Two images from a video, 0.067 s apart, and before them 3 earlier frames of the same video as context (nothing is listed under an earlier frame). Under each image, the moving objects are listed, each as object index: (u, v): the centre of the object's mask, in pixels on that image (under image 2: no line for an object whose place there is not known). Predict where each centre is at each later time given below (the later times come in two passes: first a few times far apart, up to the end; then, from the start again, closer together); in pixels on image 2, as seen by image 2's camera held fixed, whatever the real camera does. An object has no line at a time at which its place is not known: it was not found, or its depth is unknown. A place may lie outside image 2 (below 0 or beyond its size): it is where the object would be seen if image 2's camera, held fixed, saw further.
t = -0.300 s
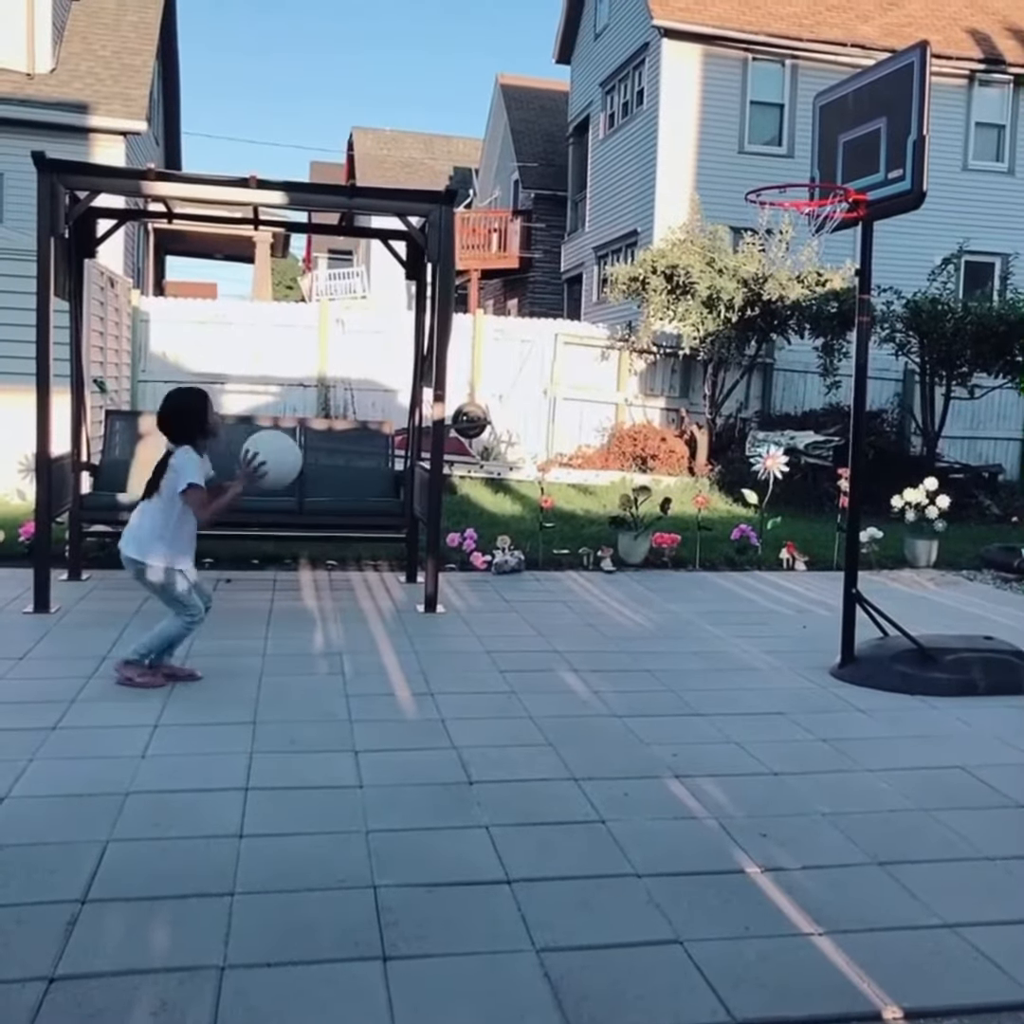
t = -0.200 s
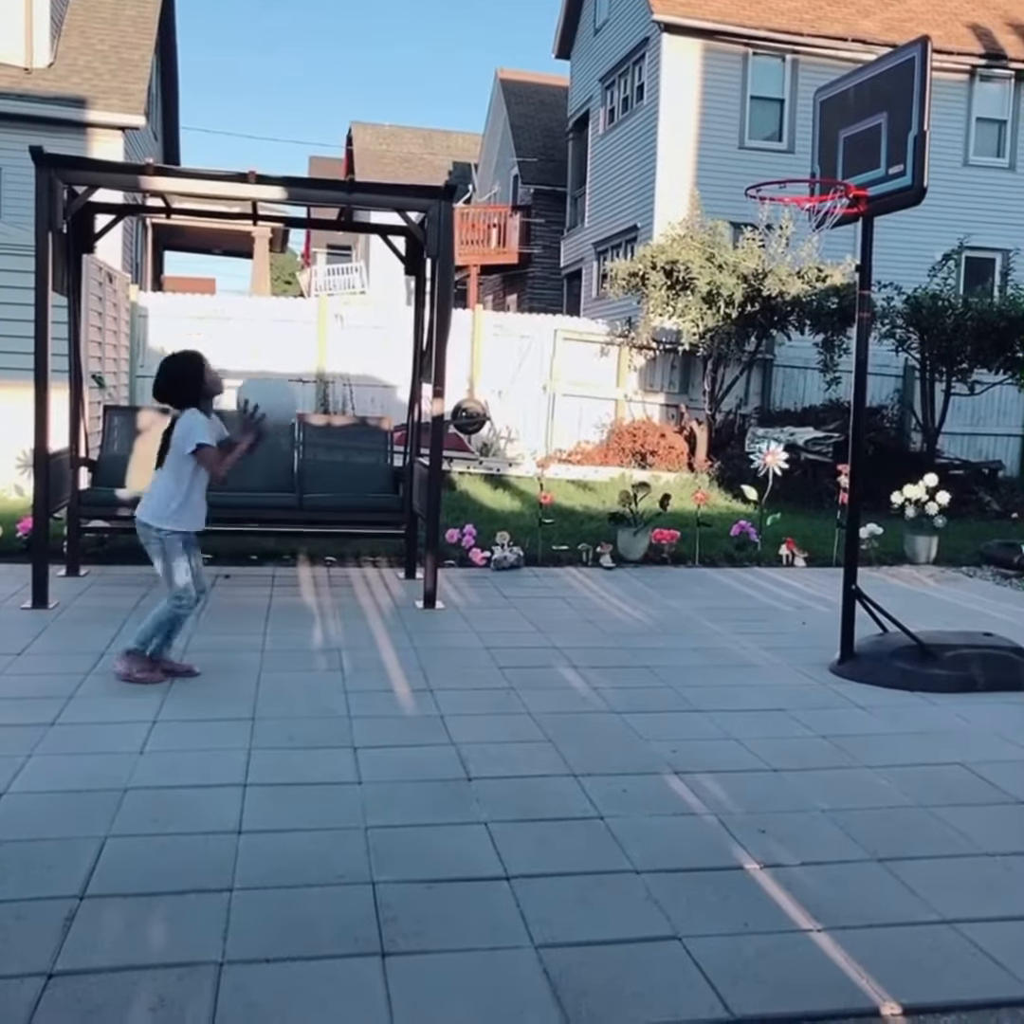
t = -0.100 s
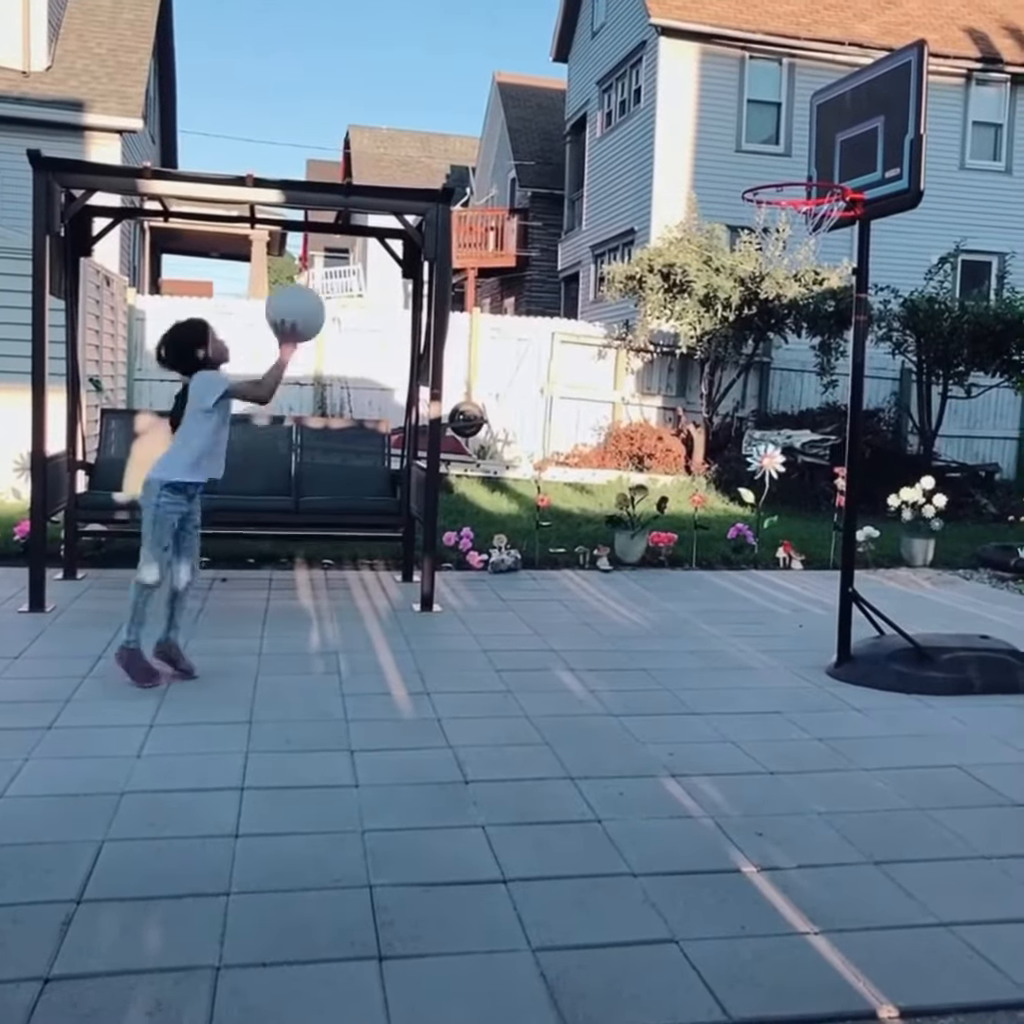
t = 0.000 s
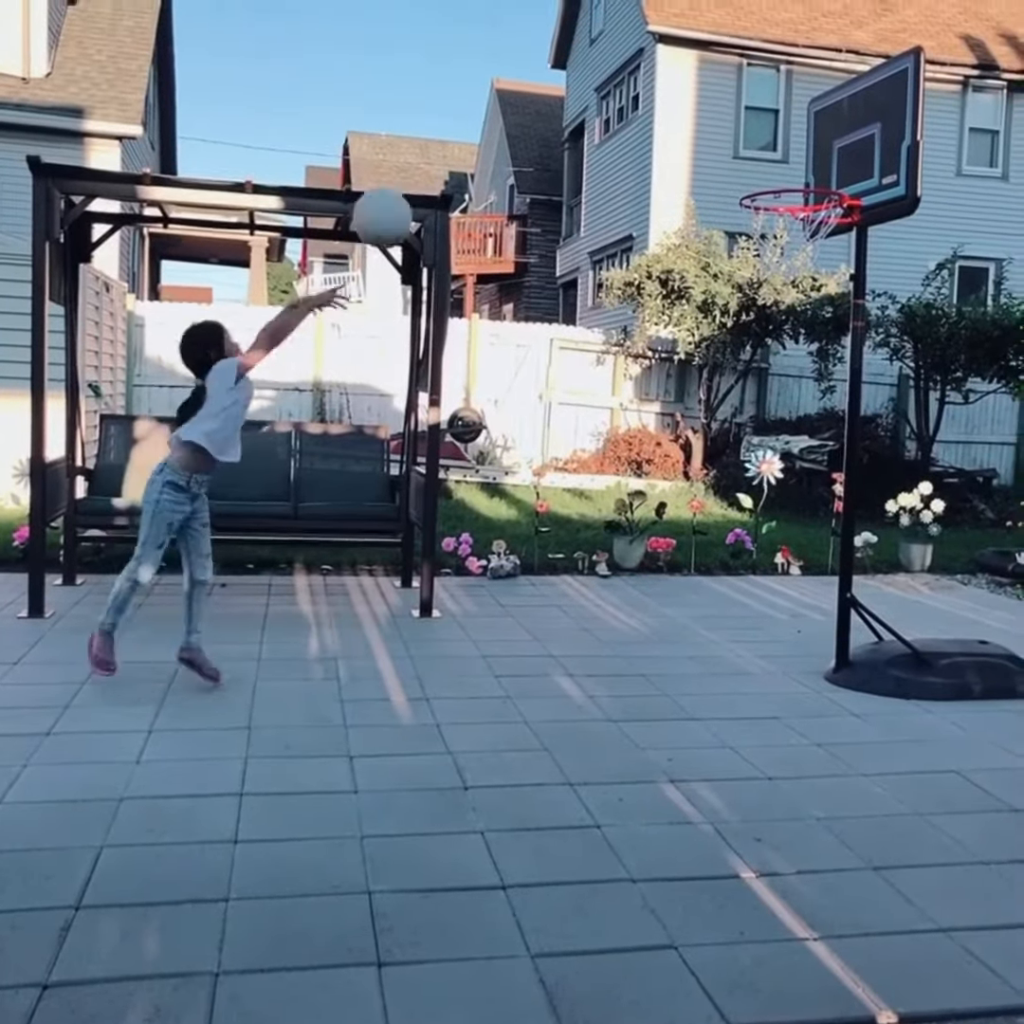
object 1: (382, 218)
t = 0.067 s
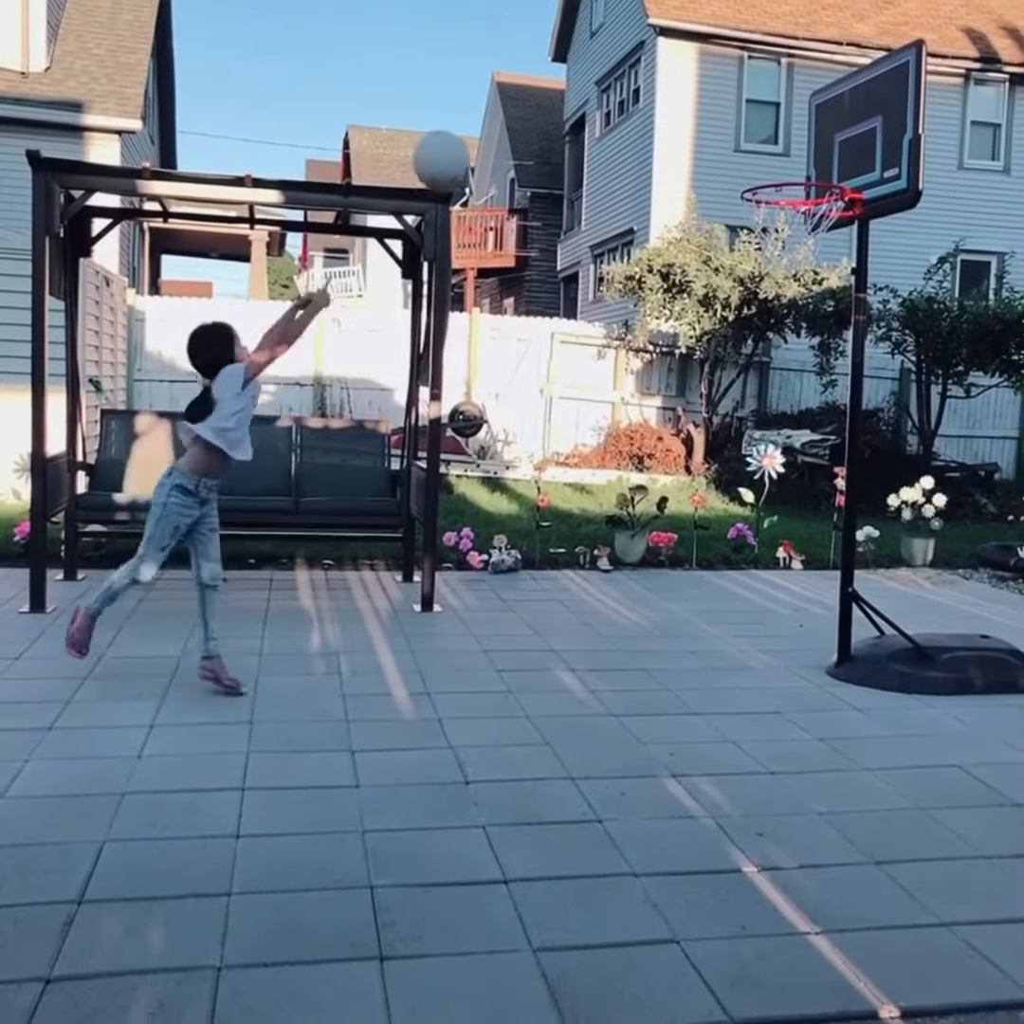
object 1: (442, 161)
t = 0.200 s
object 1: (554, 96)
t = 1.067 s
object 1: (765, 349)
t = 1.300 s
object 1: (771, 588)
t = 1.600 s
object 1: (814, 483)
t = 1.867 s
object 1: (855, 448)
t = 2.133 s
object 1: (883, 595)
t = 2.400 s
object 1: (883, 704)
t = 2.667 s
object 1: (877, 751)
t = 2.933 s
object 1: (879, 836)
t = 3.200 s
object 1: (879, 934)
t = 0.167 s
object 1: (529, 105)
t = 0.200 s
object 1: (554, 96)
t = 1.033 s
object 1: (764, 326)
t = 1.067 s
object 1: (765, 349)
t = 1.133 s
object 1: (768, 405)
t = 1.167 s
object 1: (768, 436)
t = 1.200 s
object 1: (769, 471)
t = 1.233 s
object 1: (770, 508)
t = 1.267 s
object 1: (769, 547)
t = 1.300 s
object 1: (771, 588)
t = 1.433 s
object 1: (785, 596)
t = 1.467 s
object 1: (792, 567)
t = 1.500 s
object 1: (796, 542)
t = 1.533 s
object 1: (803, 521)
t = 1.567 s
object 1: (808, 500)
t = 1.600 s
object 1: (814, 483)
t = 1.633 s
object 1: (820, 468)
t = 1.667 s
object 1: (826, 457)
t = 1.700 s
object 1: (831, 449)
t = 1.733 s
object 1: (836, 442)
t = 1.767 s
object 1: (841, 440)
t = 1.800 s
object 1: (846, 439)
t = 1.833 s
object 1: (850, 443)
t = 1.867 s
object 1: (855, 448)
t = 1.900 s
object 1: (859, 456)
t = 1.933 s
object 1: (863, 468)
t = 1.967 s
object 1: (867, 483)
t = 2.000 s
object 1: (871, 499)
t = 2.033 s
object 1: (876, 519)
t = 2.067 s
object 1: (878, 542)
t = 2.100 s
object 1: (881, 567)
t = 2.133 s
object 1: (883, 595)
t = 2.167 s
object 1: (885, 626)
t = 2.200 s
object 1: (889, 657)
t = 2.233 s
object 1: (889, 660)
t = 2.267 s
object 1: (888, 661)
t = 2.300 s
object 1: (887, 666)
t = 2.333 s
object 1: (886, 674)
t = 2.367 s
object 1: (885, 688)
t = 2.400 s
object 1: (883, 704)
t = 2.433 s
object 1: (883, 707)
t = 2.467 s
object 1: (883, 708)
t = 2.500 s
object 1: (881, 711)
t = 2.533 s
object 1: (879, 719)
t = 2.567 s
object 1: (879, 731)
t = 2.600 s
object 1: (877, 744)
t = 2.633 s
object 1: (877, 745)
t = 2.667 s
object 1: (877, 751)
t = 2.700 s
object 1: (877, 759)
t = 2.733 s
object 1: (879, 772)
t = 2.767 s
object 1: (878, 785)
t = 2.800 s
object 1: (878, 790)
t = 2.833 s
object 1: (878, 801)
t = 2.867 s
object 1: (879, 815)
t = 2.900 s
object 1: (879, 827)
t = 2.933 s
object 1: (879, 836)
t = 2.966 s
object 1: (880, 851)
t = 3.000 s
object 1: (880, 864)
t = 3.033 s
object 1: (881, 876)
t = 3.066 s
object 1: (881, 894)
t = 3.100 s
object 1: (883, 909)
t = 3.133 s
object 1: (881, 921)
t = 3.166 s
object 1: (881, 927)
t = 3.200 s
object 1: (879, 934)
